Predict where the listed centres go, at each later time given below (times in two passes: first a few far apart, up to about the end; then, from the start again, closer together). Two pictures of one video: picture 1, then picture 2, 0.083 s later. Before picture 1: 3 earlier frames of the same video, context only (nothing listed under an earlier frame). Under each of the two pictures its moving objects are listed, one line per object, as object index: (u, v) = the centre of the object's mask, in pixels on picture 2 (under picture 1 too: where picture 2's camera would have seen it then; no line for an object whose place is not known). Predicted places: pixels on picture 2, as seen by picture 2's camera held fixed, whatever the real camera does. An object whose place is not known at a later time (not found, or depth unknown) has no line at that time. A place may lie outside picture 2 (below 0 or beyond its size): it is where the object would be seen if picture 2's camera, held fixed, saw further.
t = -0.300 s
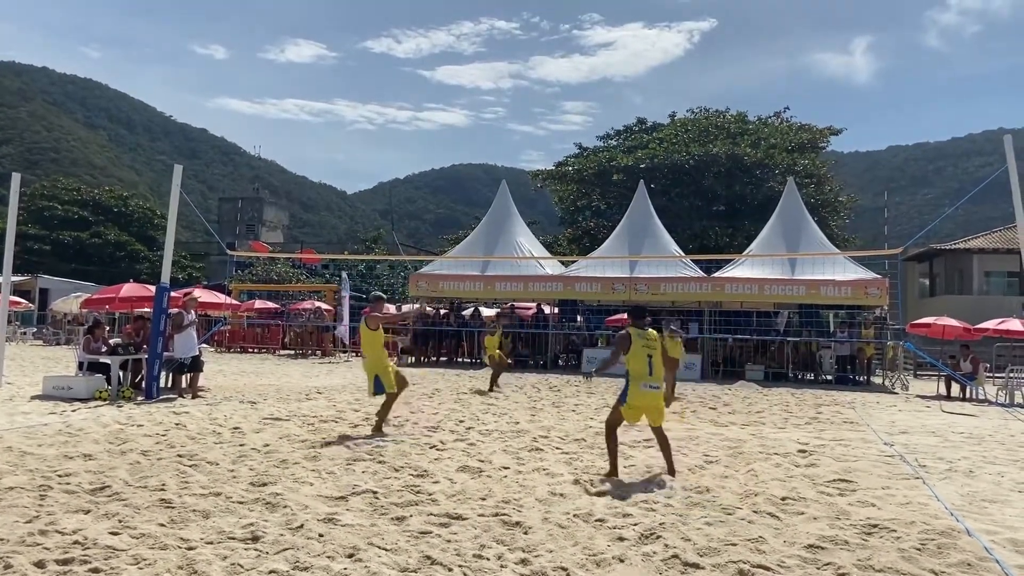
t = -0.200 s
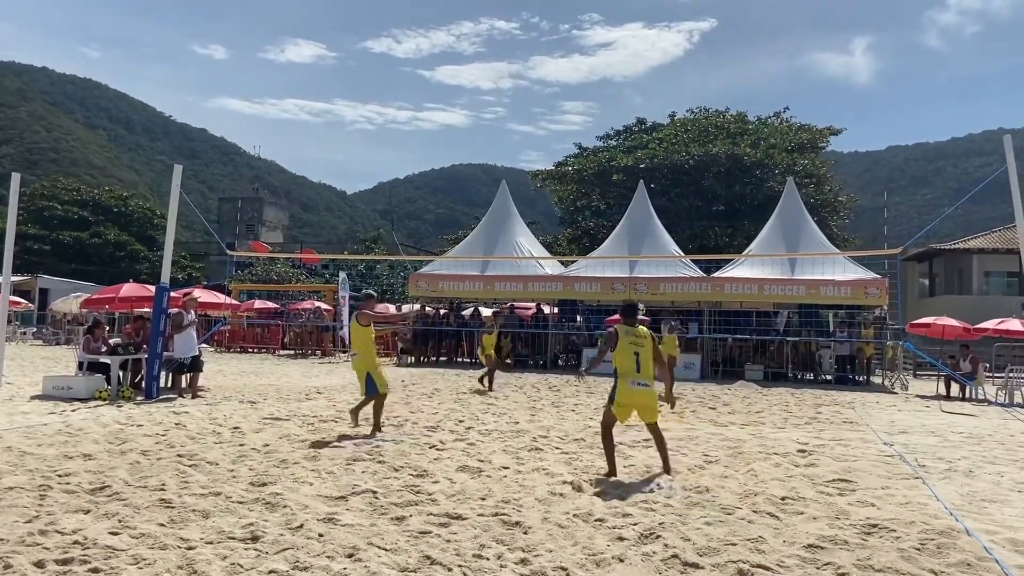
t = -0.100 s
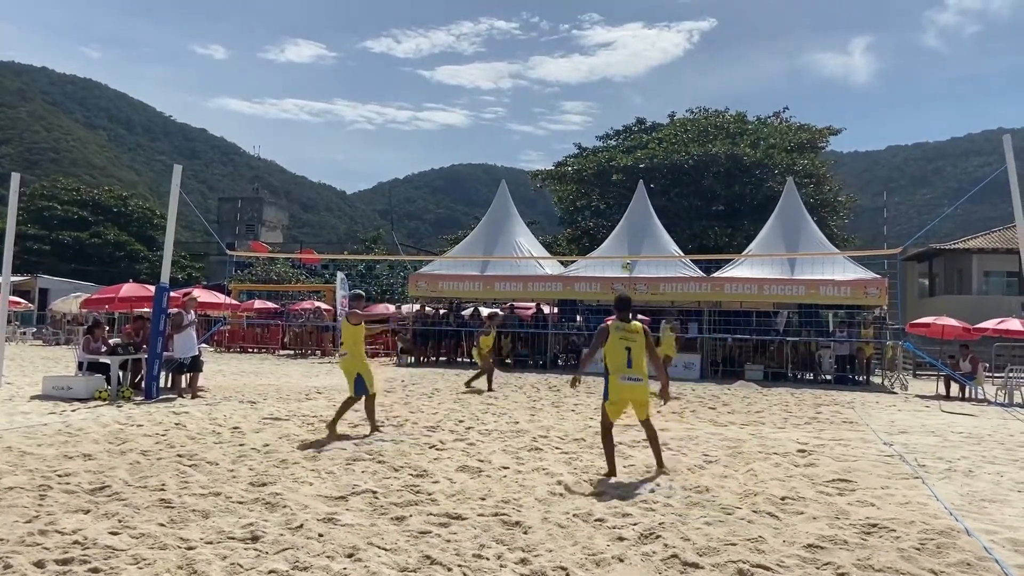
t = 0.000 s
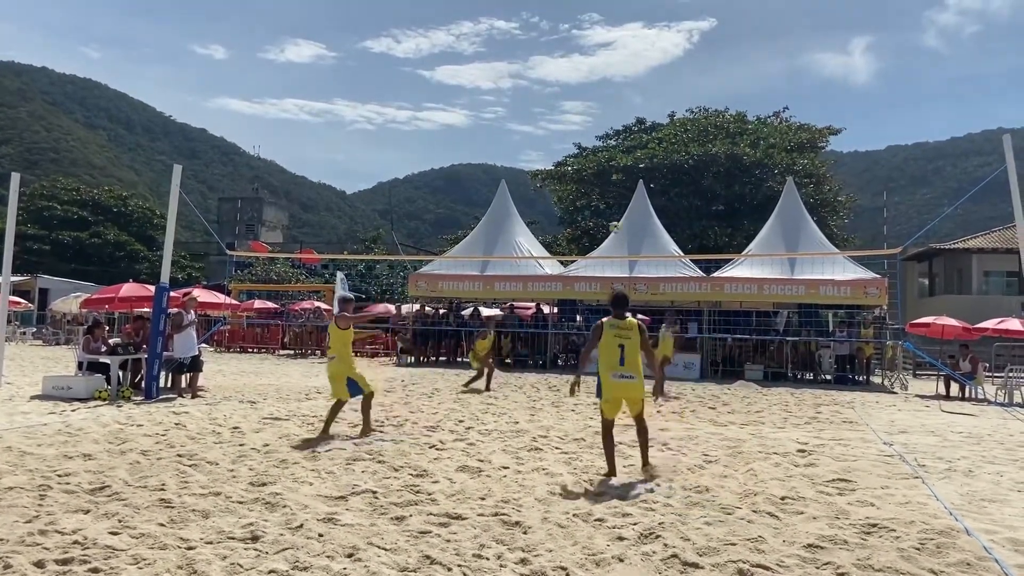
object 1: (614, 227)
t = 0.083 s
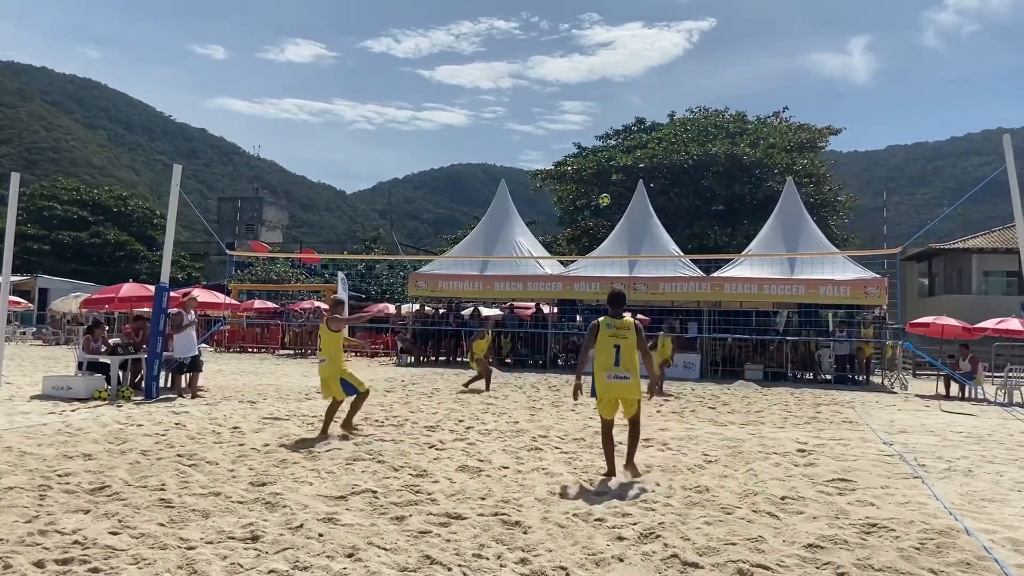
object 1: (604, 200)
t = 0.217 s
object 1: (588, 163)
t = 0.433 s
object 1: (560, 124)
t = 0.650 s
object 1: (532, 109)
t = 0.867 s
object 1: (503, 119)
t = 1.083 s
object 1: (473, 154)
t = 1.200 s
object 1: (457, 182)
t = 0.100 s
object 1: (602, 195)
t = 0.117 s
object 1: (601, 189)
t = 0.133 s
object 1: (598, 185)
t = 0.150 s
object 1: (596, 180)
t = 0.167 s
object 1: (594, 175)
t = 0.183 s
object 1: (592, 171)
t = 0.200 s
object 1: (590, 167)
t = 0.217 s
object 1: (588, 163)
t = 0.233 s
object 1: (585, 158)
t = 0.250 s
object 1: (584, 155)
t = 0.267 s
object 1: (582, 150)
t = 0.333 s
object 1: (573, 140)
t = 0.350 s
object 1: (570, 136)
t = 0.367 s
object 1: (568, 133)
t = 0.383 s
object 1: (566, 131)
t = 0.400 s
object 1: (564, 128)
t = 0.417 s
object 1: (562, 126)
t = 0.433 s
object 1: (560, 124)
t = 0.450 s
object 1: (557, 122)
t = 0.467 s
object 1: (556, 120)
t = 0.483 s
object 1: (553, 118)
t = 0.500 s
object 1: (551, 117)
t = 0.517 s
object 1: (549, 116)
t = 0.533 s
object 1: (547, 114)
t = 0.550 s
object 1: (544, 113)
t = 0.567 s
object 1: (542, 112)
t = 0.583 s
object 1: (540, 111)
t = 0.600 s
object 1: (538, 110)
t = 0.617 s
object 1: (536, 110)
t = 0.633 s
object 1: (534, 109)
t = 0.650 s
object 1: (532, 109)
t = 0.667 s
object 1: (529, 109)
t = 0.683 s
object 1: (527, 109)
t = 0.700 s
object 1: (525, 109)
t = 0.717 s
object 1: (523, 109)
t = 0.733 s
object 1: (521, 110)
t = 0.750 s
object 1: (519, 110)
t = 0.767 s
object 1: (517, 111)
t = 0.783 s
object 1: (514, 111)
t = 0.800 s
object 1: (512, 113)
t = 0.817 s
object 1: (509, 114)
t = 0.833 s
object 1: (508, 115)
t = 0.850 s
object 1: (505, 117)
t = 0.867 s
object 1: (503, 119)
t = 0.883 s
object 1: (500, 121)
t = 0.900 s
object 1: (498, 123)
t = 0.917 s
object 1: (496, 125)
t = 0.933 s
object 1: (494, 127)
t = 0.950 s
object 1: (492, 129)
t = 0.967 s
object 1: (489, 132)
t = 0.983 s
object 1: (487, 134)
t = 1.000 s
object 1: (485, 137)
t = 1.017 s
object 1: (482, 140)
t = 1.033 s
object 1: (480, 143)
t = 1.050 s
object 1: (478, 147)
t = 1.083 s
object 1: (473, 154)
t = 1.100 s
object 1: (471, 157)
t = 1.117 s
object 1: (469, 161)
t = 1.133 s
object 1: (466, 165)
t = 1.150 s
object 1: (463, 169)
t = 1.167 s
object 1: (461, 173)
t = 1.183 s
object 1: (459, 177)
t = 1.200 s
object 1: (457, 182)
